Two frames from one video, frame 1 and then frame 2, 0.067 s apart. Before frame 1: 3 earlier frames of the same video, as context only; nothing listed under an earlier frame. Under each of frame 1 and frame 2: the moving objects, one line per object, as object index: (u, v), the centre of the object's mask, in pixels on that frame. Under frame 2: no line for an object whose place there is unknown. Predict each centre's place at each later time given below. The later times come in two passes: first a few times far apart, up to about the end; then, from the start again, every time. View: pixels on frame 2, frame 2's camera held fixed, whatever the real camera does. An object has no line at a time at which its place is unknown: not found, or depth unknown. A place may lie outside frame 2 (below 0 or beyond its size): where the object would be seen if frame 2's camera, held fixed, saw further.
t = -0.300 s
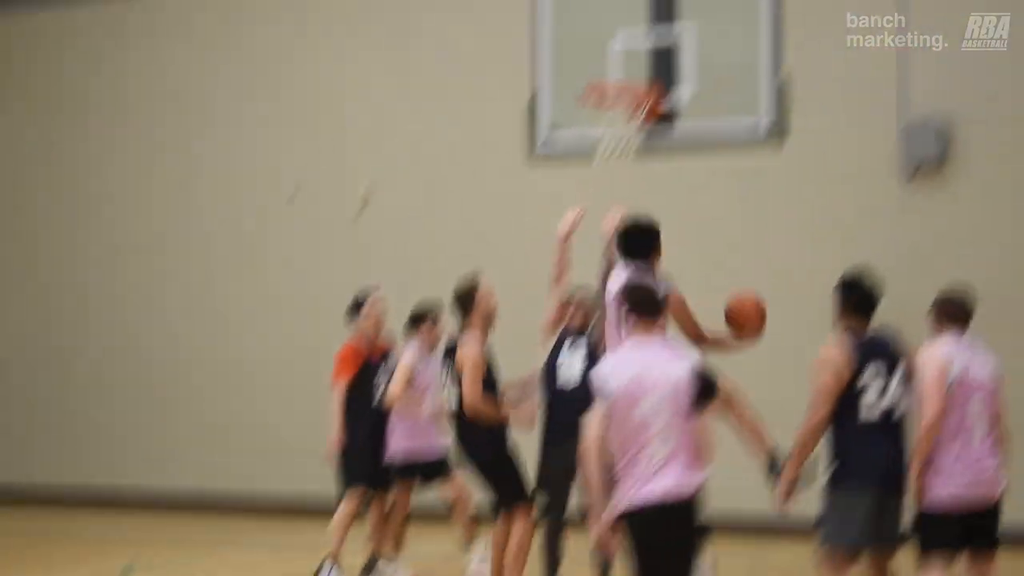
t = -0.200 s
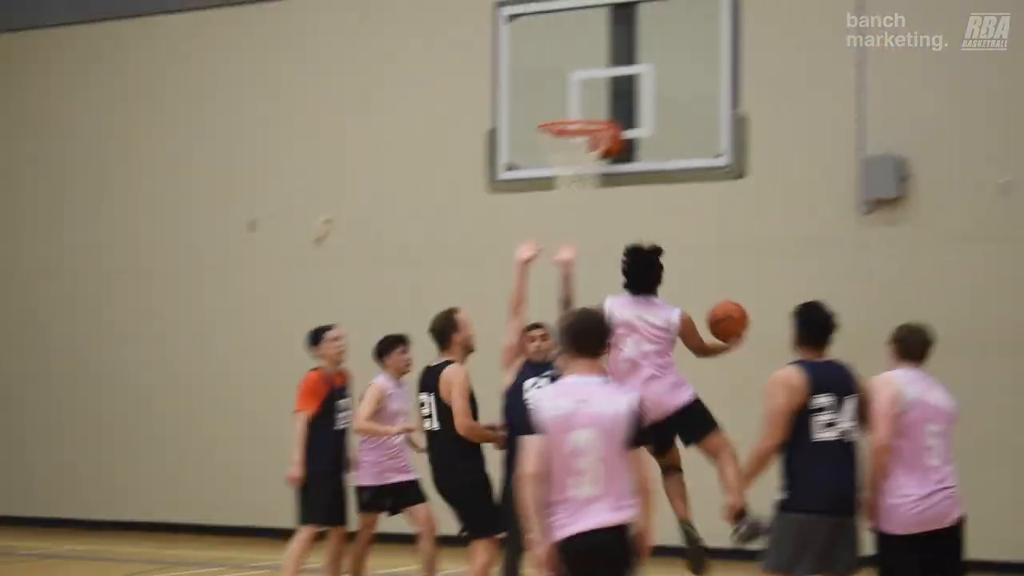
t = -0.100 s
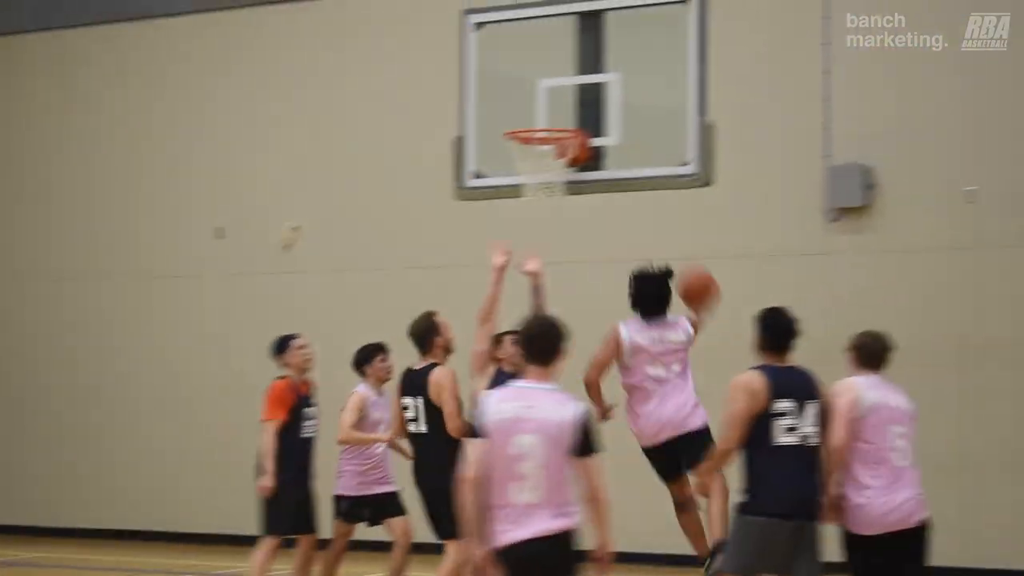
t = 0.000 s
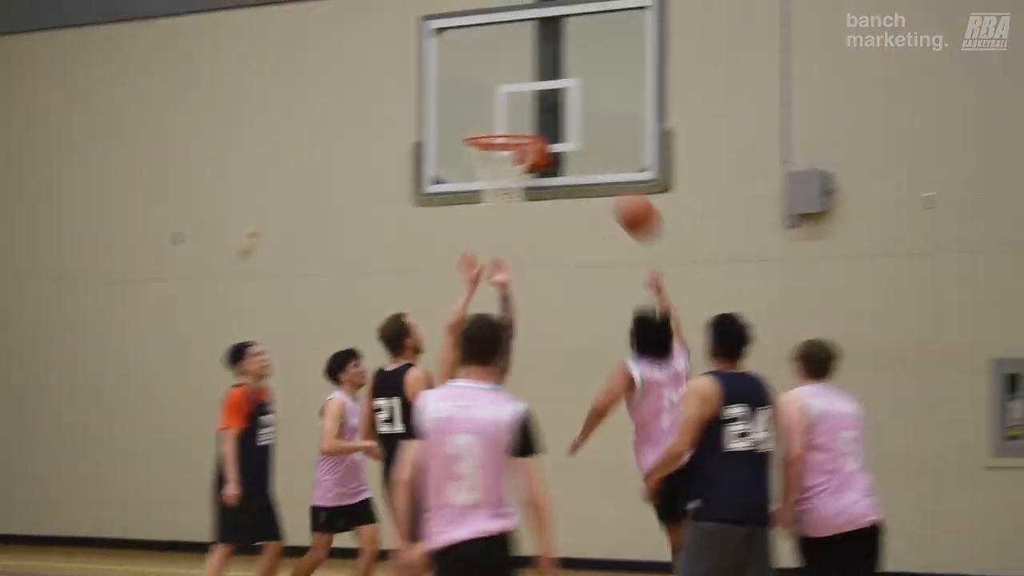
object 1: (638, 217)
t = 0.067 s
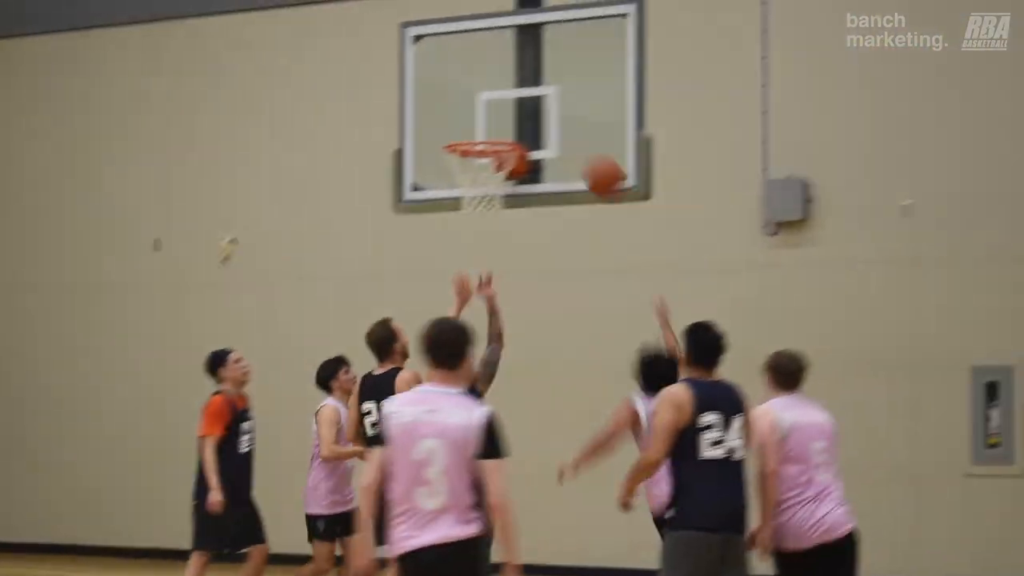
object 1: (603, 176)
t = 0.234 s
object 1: (574, 97)
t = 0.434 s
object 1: (536, 59)
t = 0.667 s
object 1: (495, 92)
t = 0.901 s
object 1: (442, 152)
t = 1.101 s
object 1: (399, 217)
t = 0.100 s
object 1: (598, 158)
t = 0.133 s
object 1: (592, 140)
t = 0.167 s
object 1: (585, 124)
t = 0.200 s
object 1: (579, 110)
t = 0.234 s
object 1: (574, 97)
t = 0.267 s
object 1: (567, 86)
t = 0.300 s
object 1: (560, 77)
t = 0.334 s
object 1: (555, 70)
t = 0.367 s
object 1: (548, 65)
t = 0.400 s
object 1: (542, 61)
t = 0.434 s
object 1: (536, 59)
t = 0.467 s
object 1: (530, 58)
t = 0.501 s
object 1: (524, 60)
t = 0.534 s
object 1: (518, 63)
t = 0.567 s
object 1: (512, 69)
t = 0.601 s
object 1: (507, 74)
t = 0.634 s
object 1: (501, 83)
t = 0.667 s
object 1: (495, 92)
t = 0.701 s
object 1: (489, 105)
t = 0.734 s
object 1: (483, 118)
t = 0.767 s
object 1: (477, 129)
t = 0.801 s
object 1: (473, 134)
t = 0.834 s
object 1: (463, 136)
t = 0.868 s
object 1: (453, 144)
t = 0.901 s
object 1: (442, 152)
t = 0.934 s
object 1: (436, 160)
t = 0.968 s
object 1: (431, 167)
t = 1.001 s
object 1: (424, 176)
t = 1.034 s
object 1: (415, 189)
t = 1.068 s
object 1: (406, 202)
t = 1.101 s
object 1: (399, 217)
